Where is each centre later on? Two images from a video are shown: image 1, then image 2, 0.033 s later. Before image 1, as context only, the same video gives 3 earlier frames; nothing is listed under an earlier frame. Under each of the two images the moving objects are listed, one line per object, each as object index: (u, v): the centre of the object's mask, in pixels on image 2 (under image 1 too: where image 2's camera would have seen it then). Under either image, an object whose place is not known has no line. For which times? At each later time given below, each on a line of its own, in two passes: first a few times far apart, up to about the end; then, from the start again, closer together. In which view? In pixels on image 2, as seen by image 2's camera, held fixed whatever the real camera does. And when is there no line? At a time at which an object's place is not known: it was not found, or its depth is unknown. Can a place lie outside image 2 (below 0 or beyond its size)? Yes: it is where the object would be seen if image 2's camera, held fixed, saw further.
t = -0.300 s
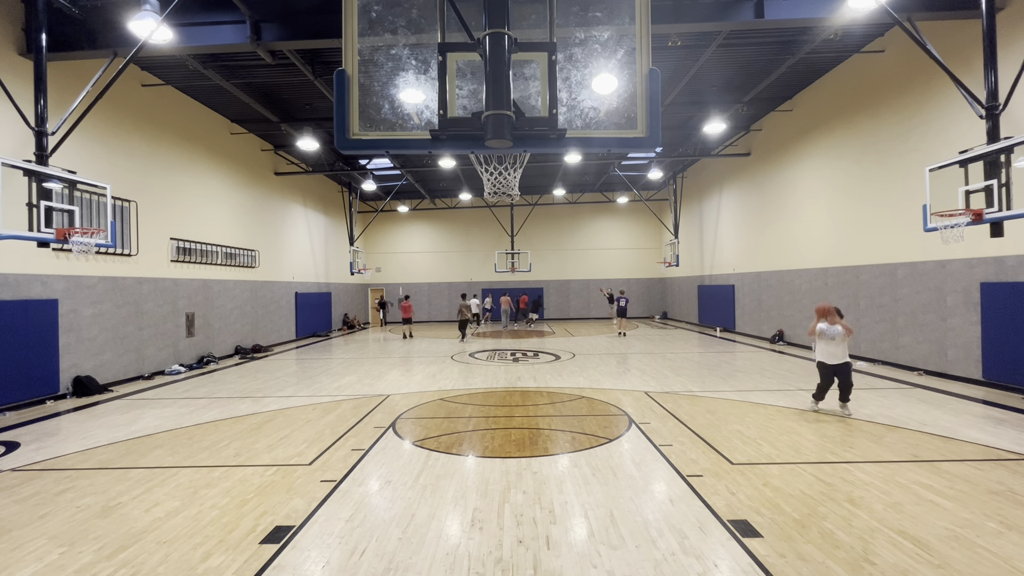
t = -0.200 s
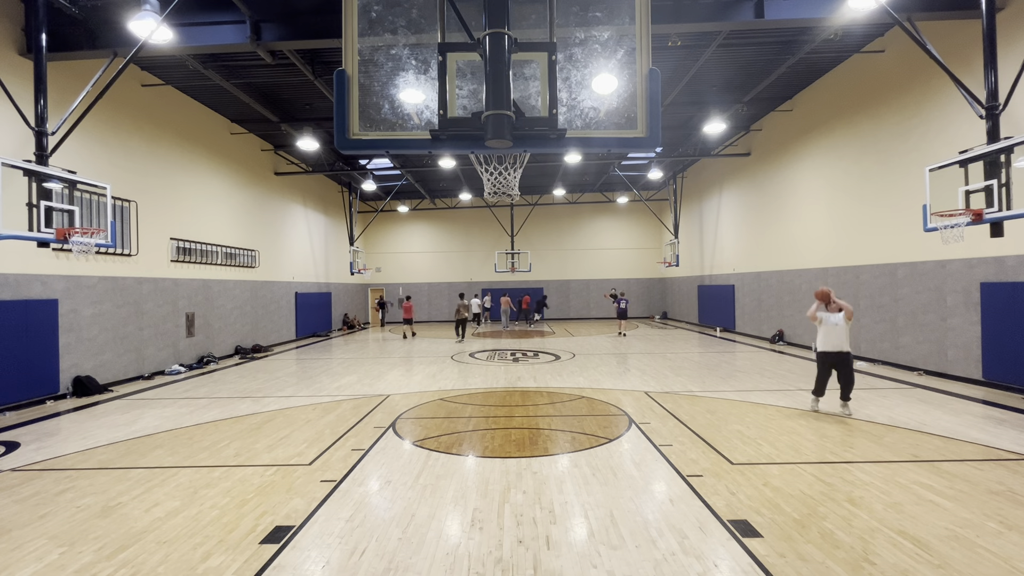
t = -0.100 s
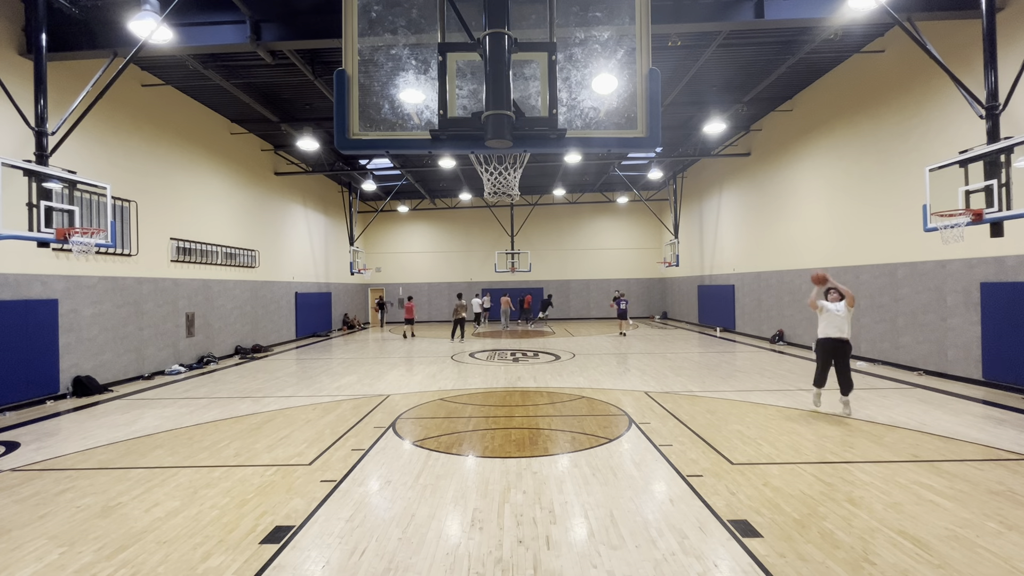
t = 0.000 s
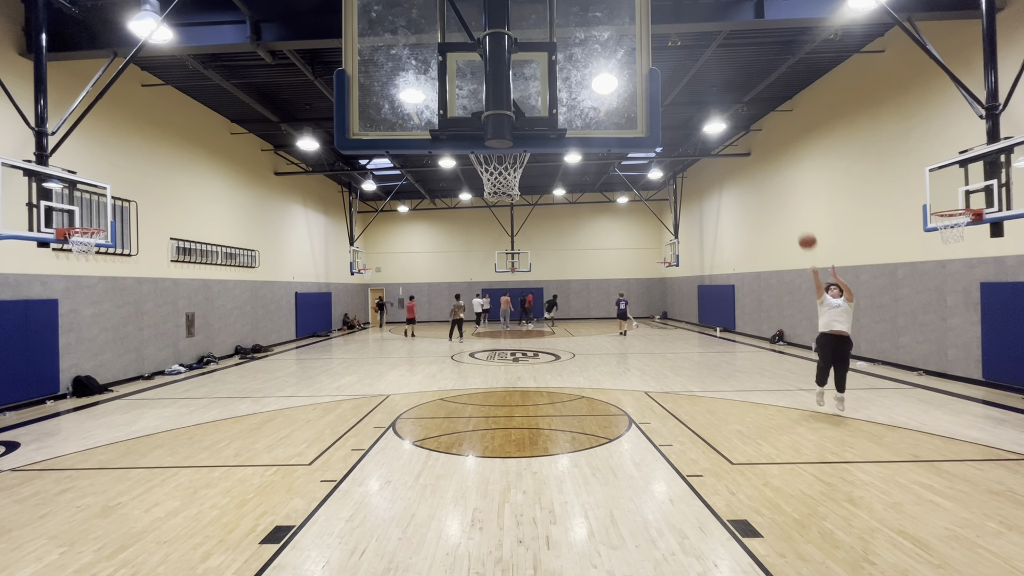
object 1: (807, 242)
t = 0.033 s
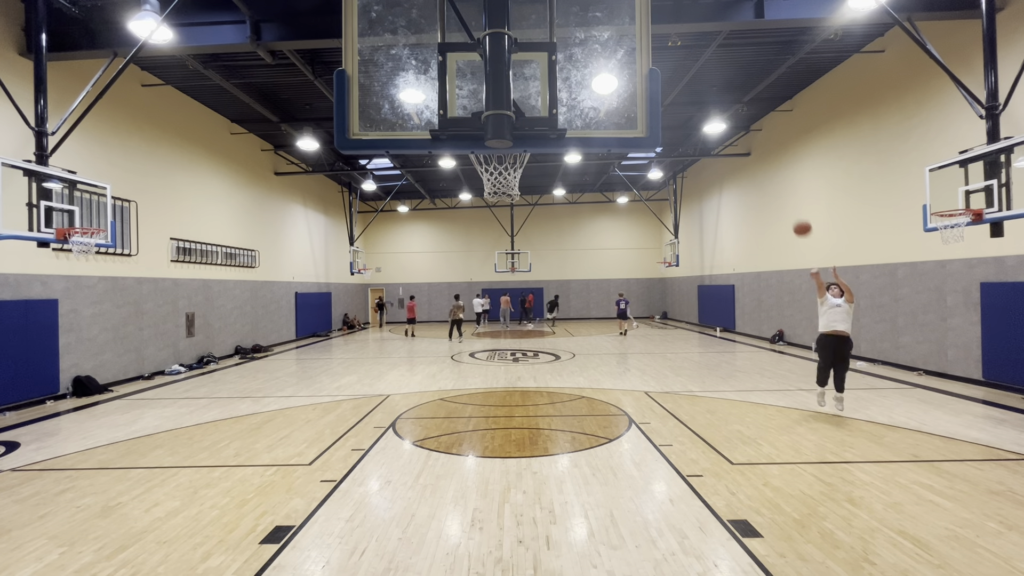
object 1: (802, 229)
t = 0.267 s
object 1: (760, 147)
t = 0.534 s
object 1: (698, 81)
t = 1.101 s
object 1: (509, 163)
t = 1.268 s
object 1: (507, 181)
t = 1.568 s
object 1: (490, 210)
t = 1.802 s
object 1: (495, 312)
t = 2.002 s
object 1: (498, 472)
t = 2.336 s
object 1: (493, 474)
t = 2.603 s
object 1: (483, 393)
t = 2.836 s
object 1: (476, 422)
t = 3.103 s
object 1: (470, 569)
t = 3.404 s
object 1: (457, 562)
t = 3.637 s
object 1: (445, 546)
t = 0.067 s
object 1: (797, 216)
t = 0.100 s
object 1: (791, 203)
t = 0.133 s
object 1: (785, 191)
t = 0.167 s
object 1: (779, 180)
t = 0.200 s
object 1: (774, 168)
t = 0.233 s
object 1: (767, 156)
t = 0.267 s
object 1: (760, 147)
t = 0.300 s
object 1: (754, 136)
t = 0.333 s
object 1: (746, 126)
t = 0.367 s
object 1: (740, 118)
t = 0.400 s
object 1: (732, 109)
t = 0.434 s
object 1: (724, 102)
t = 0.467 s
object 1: (715, 94)
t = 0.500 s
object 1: (706, 88)
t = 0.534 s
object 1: (698, 81)
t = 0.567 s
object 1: (689, 76)
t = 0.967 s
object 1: (529, 101)
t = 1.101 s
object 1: (509, 163)
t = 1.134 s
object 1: (522, 179)
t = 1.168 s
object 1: (522, 175)
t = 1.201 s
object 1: (518, 176)
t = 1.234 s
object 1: (512, 178)
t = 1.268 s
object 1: (507, 181)
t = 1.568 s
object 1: (490, 210)
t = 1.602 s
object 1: (491, 221)
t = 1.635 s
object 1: (491, 231)
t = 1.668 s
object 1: (491, 244)
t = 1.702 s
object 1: (492, 258)
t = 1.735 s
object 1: (492, 274)
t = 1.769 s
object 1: (494, 293)
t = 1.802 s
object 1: (495, 312)
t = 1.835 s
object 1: (494, 333)
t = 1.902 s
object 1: (496, 383)
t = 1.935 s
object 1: (496, 410)
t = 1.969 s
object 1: (497, 441)
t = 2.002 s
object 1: (498, 472)
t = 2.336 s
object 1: (493, 474)
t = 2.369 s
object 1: (492, 457)
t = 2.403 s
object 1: (491, 442)
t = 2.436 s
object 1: (489, 430)
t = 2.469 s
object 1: (488, 419)
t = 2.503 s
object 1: (487, 410)
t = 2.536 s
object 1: (486, 402)
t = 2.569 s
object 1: (485, 397)
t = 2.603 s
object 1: (483, 393)
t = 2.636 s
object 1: (482, 391)
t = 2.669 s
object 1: (481, 391)
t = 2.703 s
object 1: (480, 393)
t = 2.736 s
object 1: (479, 397)
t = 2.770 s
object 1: (478, 403)
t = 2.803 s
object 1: (477, 411)
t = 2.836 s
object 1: (476, 422)
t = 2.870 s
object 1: (475, 434)
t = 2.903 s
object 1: (474, 448)
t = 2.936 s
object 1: (473, 464)
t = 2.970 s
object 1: (472, 484)
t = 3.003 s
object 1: (472, 505)
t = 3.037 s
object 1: (471, 529)
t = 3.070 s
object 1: (470, 554)
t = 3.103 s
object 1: (470, 569)
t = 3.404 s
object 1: (457, 562)
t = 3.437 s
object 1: (455, 557)
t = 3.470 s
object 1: (453, 552)
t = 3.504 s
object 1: (452, 547)
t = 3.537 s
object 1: (450, 543)
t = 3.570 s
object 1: (448, 542)
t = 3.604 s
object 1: (447, 543)
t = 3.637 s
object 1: (445, 546)
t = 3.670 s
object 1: (444, 551)
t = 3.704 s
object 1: (442, 555)
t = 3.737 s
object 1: (441, 561)
